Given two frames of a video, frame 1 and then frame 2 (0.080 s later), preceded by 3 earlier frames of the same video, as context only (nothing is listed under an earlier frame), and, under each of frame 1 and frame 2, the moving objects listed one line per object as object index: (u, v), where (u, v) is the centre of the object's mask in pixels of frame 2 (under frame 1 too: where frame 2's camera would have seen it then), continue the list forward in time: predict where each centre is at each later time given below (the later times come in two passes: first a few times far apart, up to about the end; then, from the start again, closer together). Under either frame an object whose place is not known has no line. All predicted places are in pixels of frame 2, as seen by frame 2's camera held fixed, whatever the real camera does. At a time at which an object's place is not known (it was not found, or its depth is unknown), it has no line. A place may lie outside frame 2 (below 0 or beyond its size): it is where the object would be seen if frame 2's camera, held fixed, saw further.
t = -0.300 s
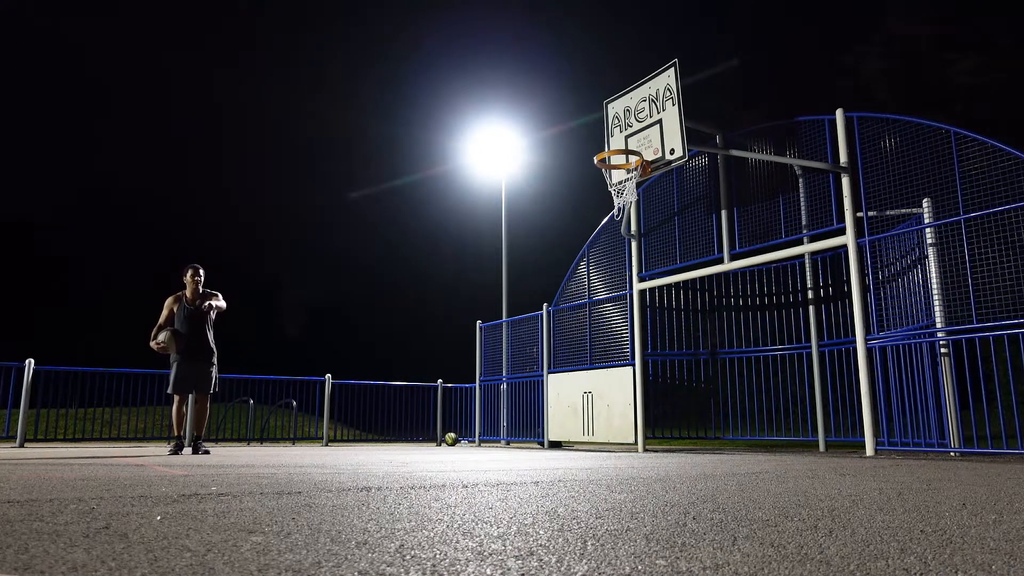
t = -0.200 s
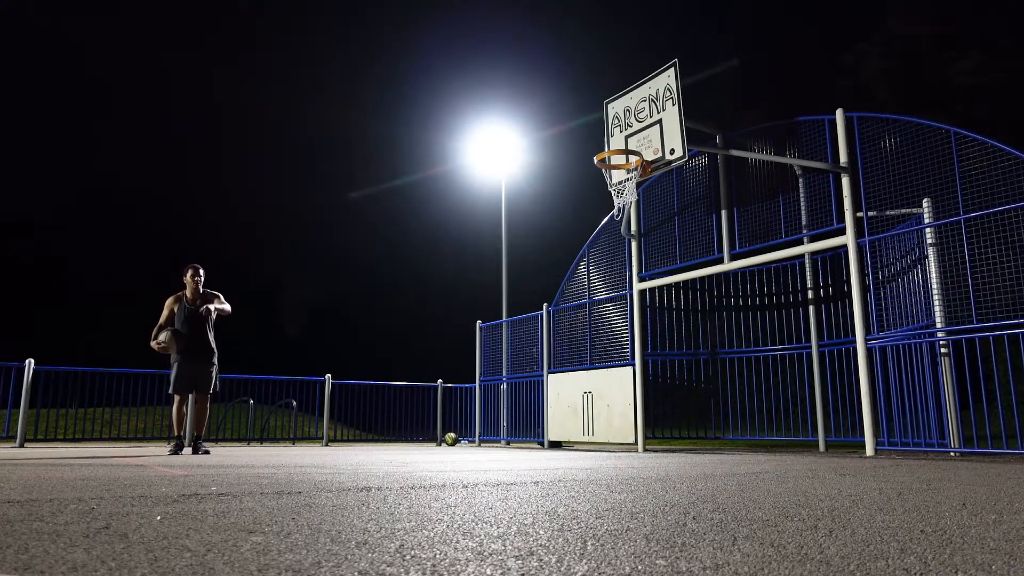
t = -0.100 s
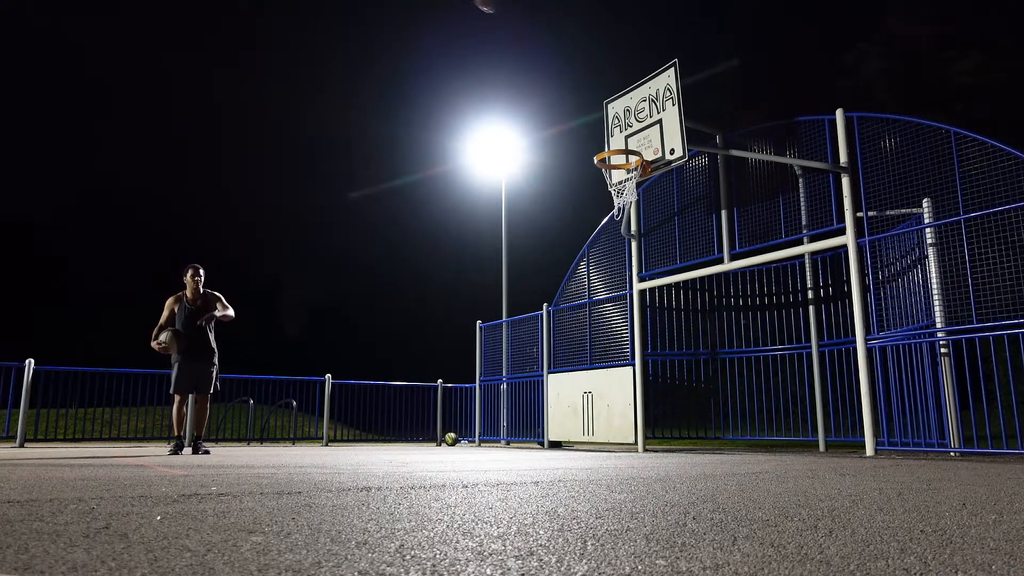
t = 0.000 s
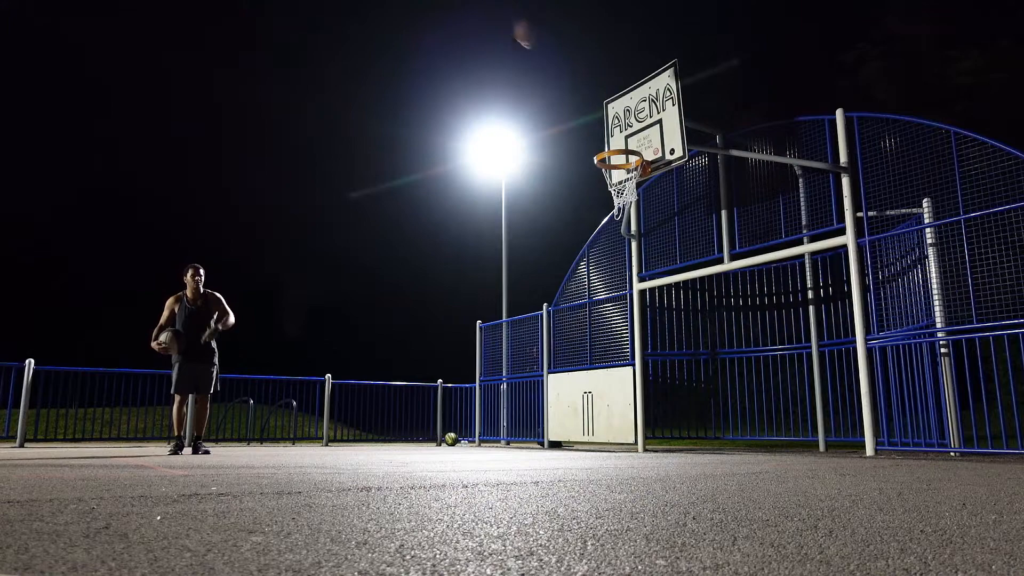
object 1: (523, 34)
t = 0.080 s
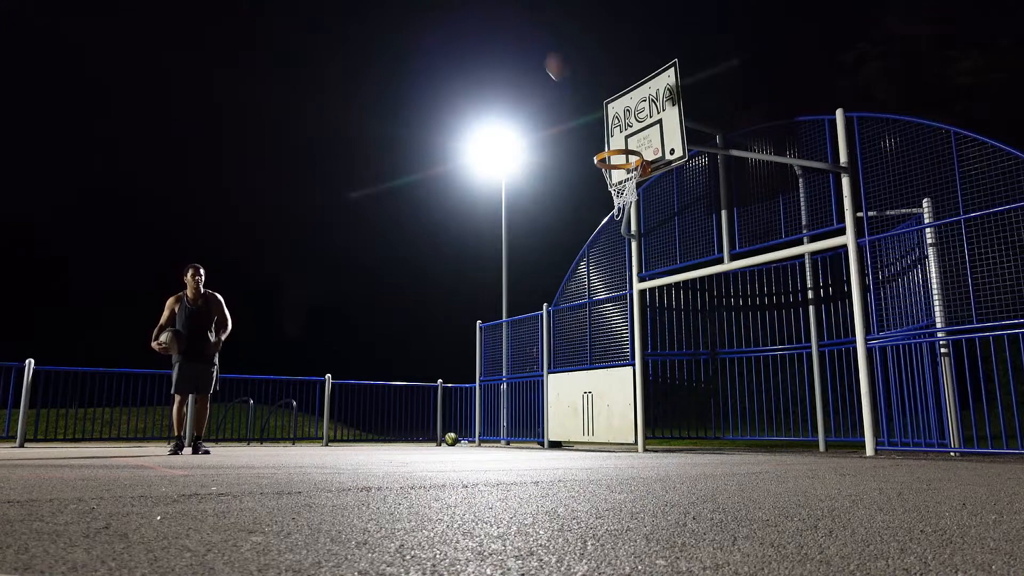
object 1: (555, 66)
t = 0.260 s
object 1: (616, 131)
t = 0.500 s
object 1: (636, 62)
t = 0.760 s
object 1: (662, 42)
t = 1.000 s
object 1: (688, 81)
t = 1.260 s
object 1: (722, 193)
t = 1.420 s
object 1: (747, 309)
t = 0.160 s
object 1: (585, 104)
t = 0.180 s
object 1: (592, 113)
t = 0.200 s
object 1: (599, 123)
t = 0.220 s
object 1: (607, 134)
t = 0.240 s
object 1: (614, 139)
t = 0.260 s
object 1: (616, 131)
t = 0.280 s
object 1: (617, 124)
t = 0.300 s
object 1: (620, 116)
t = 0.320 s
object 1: (622, 109)
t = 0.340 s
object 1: (624, 102)
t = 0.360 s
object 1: (625, 95)
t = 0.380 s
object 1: (626, 89)
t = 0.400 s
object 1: (627, 84)
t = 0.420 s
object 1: (627, 79)
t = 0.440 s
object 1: (630, 74)
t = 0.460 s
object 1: (631, 70)
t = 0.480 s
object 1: (633, 66)
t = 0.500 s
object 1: (636, 62)
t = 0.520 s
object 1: (638, 58)
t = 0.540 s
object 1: (640, 55)
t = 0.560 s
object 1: (641, 52)
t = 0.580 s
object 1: (644, 49)
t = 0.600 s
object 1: (646, 47)
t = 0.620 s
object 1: (647, 46)
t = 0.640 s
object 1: (649, 44)
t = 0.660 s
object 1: (652, 42)
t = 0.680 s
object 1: (654, 42)
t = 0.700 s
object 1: (656, 41)
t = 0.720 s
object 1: (659, 41)
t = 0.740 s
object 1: (660, 42)
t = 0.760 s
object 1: (662, 42)
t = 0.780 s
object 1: (664, 43)
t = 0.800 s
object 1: (665, 44)
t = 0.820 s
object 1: (668, 46)
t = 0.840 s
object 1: (670, 48)
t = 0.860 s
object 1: (672, 51)
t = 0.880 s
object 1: (675, 54)
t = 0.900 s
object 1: (678, 57)
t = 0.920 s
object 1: (678, 61)
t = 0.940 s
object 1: (681, 66)
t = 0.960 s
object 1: (684, 71)
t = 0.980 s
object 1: (687, 75)
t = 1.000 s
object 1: (688, 81)
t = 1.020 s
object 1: (691, 86)
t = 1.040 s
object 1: (694, 93)
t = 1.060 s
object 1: (696, 100)
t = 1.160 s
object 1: (708, 139)
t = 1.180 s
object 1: (711, 149)
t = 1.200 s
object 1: (715, 158)
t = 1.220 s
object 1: (715, 171)
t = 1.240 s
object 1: (719, 182)
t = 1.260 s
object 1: (722, 193)
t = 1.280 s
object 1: (725, 206)
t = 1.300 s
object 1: (729, 217)
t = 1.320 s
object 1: (732, 234)
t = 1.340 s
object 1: (737, 247)
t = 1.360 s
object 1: (741, 262)
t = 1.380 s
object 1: (741, 278)
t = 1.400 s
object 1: (744, 293)
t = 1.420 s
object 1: (747, 309)
